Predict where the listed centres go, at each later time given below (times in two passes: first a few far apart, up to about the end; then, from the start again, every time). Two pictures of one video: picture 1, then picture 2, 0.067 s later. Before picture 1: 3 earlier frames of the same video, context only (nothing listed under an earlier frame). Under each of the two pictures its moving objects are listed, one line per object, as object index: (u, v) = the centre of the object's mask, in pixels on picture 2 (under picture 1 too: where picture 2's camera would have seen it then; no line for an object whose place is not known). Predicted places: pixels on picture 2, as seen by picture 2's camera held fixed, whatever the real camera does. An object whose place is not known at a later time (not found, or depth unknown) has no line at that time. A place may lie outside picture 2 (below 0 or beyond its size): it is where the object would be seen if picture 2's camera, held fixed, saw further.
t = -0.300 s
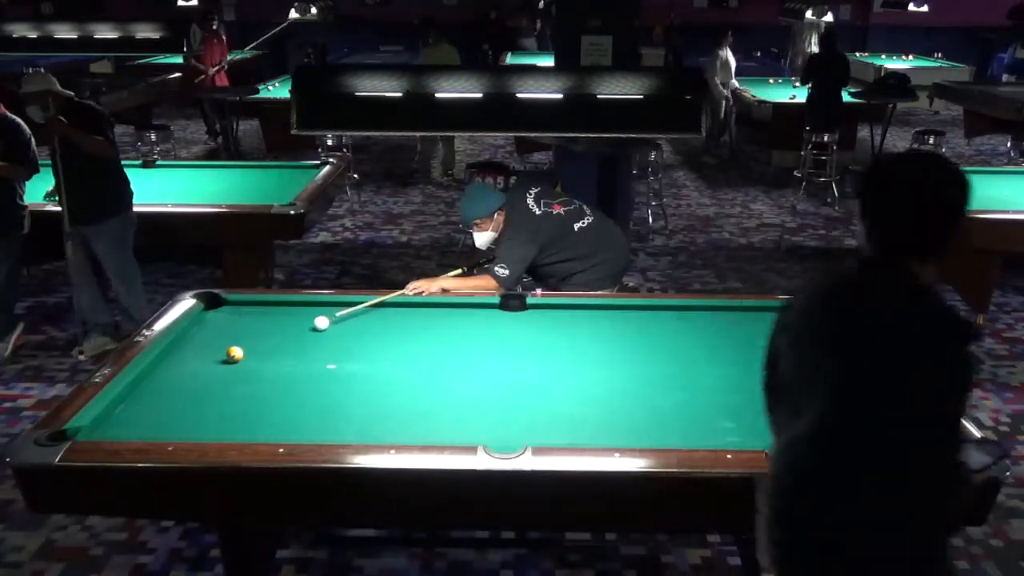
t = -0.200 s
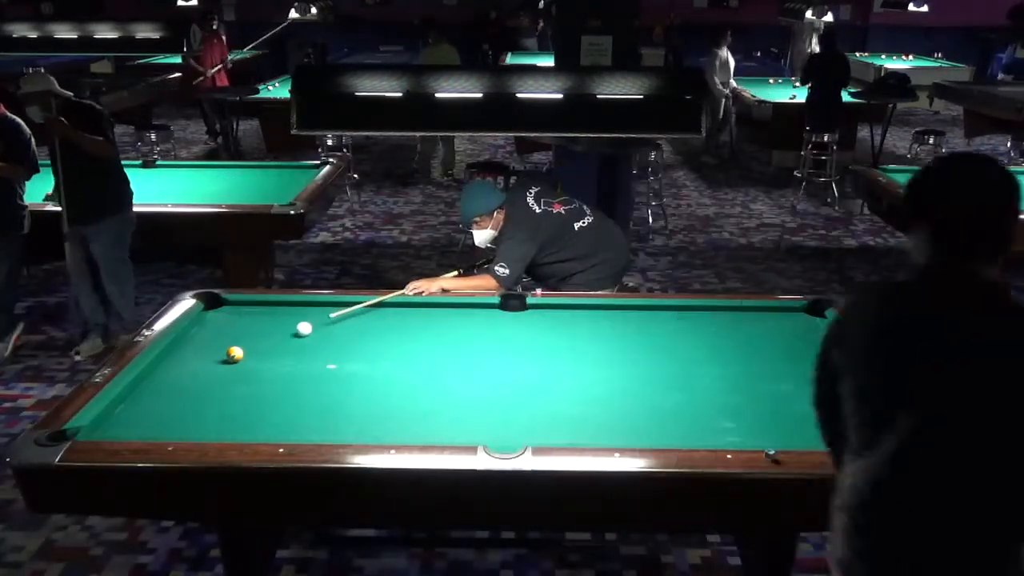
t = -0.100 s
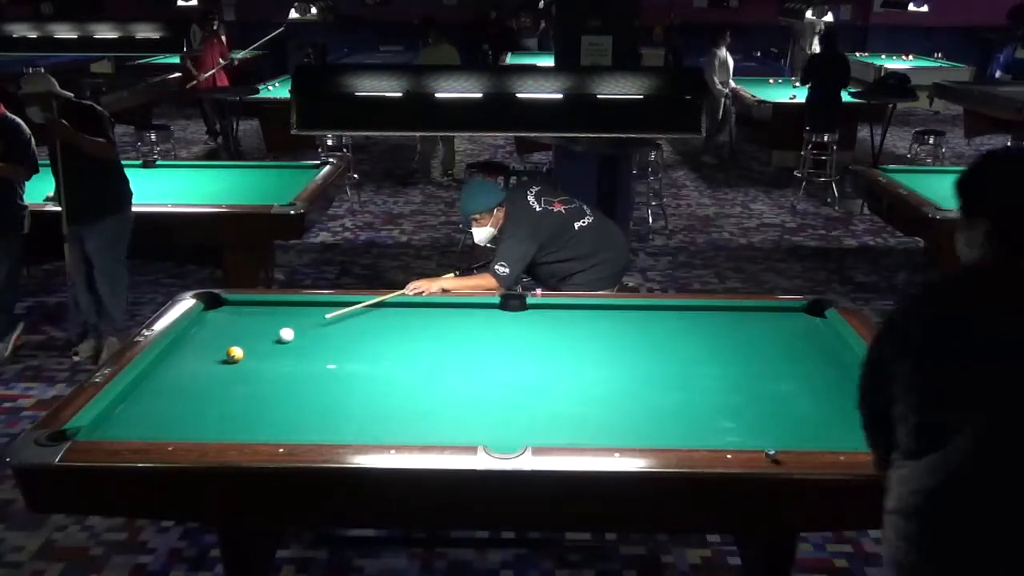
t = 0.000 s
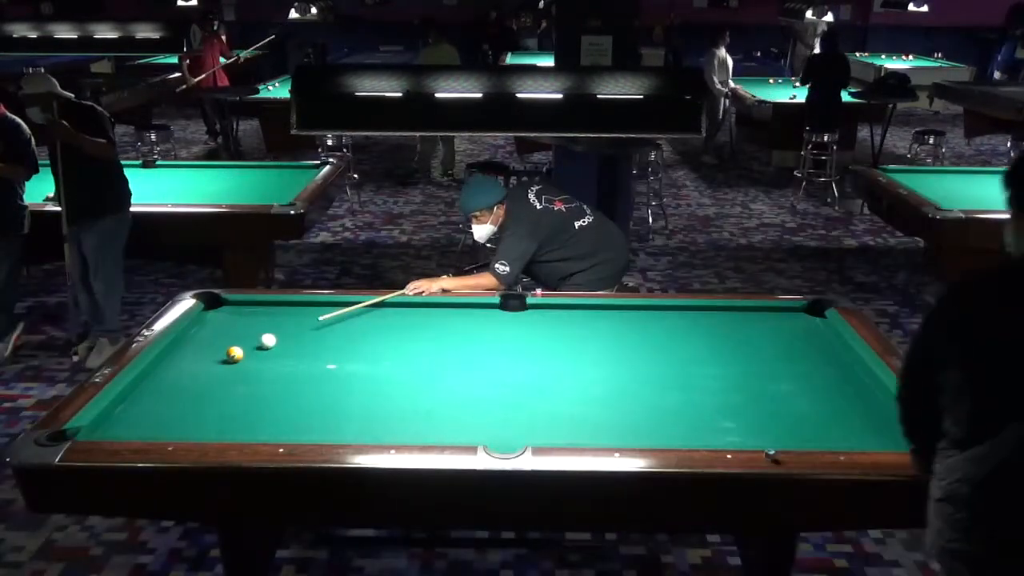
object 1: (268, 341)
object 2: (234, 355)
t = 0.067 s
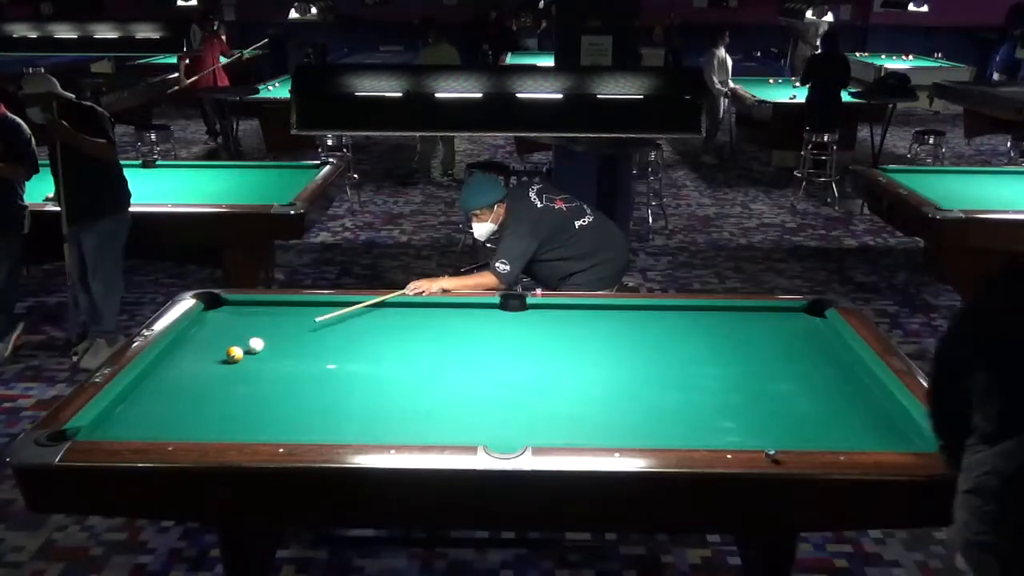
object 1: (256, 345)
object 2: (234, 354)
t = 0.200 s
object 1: (239, 348)
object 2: (226, 359)
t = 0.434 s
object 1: (219, 350)
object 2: (206, 370)
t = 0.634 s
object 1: (204, 351)
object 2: (188, 379)
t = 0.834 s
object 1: (189, 352)
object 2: (171, 389)
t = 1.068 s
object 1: (173, 353)
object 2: (151, 400)
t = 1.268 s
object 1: (167, 354)
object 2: (133, 409)
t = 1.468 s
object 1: (173, 355)
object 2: (116, 419)
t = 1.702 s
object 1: (179, 355)
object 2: (96, 428)
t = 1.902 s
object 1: (183, 356)
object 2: (77, 438)
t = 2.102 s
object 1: (186, 356)
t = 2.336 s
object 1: (189, 356)
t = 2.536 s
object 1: (191, 357)
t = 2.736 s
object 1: (193, 357)
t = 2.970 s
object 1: (193, 357)
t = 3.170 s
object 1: (193, 357)
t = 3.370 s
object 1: (193, 357)
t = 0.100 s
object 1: (250, 347)
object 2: (234, 355)
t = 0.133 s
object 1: (245, 348)
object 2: (233, 355)
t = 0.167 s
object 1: (242, 348)
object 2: (230, 357)
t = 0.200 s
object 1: (239, 348)
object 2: (226, 359)
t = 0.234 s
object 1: (237, 349)
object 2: (223, 361)
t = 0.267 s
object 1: (233, 349)
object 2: (220, 362)
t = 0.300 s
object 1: (230, 349)
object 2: (217, 364)
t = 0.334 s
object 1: (228, 349)
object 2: (214, 365)
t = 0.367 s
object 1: (225, 350)
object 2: (211, 366)
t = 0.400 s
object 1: (222, 350)
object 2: (209, 368)
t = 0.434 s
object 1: (219, 350)
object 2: (206, 370)
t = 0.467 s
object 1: (216, 350)
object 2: (203, 371)
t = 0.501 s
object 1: (214, 350)
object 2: (201, 373)
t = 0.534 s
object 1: (212, 351)
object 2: (198, 374)
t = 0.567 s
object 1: (209, 350)
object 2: (195, 376)
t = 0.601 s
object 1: (206, 351)
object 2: (191, 377)
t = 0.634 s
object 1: (204, 351)
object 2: (188, 379)
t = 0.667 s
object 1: (201, 351)
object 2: (185, 381)
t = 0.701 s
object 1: (198, 351)
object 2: (183, 382)
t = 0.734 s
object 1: (196, 351)
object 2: (180, 384)
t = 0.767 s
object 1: (194, 352)
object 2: (177, 386)
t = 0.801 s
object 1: (192, 352)
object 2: (174, 387)
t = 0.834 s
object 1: (189, 352)
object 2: (171, 389)
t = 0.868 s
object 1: (187, 352)
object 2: (168, 390)
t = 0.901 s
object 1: (185, 352)
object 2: (165, 392)
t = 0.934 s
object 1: (182, 353)
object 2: (163, 393)
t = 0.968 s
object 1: (180, 353)
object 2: (160, 395)
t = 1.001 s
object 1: (178, 353)
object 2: (157, 397)
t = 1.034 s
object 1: (176, 353)
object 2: (154, 399)
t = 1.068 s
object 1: (173, 353)
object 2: (151, 400)
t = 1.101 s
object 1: (172, 354)
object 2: (148, 402)
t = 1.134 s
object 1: (169, 354)
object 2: (145, 403)
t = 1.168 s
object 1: (167, 354)
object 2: (142, 405)
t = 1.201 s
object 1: (165, 354)
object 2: (139, 406)
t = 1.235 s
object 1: (166, 354)
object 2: (137, 408)
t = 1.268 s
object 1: (167, 354)
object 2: (133, 409)
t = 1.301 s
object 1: (168, 354)
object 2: (130, 411)
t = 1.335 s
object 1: (169, 354)
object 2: (128, 413)
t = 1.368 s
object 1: (170, 354)
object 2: (125, 415)
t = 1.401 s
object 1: (171, 355)
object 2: (123, 416)
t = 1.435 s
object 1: (172, 355)
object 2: (119, 417)
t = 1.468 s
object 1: (173, 355)
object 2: (116, 419)
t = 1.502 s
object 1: (174, 355)
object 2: (113, 421)
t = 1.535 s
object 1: (174, 355)
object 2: (110, 422)
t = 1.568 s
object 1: (175, 355)
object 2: (107, 424)
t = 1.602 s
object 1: (176, 355)
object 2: (104, 425)
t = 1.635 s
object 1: (177, 355)
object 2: (102, 426)
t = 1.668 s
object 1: (178, 355)
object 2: (99, 427)
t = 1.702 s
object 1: (179, 355)
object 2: (96, 428)
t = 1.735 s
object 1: (179, 355)
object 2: (93, 429)
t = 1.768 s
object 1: (180, 355)
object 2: (90, 431)
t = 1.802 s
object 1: (181, 355)
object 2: (87, 432)
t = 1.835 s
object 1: (182, 355)
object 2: (85, 433)
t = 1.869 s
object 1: (182, 356)
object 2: (82, 436)
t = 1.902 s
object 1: (183, 356)
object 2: (77, 438)
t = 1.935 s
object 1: (183, 356)
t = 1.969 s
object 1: (184, 356)
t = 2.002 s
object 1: (185, 356)
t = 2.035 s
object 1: (185, 356)
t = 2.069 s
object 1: (185, 356)
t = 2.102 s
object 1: (186, 356)
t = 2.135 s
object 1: (187, 356)
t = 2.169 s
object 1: (187, 356)
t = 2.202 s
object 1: (187, 356)
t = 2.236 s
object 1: (188, 356)
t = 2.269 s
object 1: (188, 356)
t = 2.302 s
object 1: (189, 357)
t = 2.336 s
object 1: (189, 356)
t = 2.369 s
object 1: (189, 357)
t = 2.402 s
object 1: (190, 357)
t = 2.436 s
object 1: (190, 357)
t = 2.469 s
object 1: (190, 357)
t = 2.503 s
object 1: (191, 357)
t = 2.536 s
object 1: (191, 357)
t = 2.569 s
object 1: (191, 357)
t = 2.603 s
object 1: (192, 357)
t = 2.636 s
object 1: (192, 357)
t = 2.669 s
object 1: (192, 357)
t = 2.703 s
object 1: (193, 357)
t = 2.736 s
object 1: (193, 357)
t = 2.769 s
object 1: (193, 357)
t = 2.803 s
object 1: (193, 357)
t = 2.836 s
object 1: (193, 357)
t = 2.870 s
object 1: (193, 357)
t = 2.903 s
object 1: (193, 357)
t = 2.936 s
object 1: (193, 357)
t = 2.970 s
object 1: (193, 357)
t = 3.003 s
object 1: (193, 357)
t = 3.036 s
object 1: (193, 357)
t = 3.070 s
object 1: (193, 357)
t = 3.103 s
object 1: (193, 357)
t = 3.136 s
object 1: (193, 357)
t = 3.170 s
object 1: (193, 357)
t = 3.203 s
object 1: (193, 357)
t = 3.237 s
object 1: (193, 357)
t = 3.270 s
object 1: (193, 357)
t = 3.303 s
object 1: (193, 357)
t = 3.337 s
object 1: (193, 357)
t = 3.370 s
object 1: (193, 357)
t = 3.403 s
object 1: (193, 357)
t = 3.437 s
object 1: (193, 357)
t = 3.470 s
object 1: (193, 357)
